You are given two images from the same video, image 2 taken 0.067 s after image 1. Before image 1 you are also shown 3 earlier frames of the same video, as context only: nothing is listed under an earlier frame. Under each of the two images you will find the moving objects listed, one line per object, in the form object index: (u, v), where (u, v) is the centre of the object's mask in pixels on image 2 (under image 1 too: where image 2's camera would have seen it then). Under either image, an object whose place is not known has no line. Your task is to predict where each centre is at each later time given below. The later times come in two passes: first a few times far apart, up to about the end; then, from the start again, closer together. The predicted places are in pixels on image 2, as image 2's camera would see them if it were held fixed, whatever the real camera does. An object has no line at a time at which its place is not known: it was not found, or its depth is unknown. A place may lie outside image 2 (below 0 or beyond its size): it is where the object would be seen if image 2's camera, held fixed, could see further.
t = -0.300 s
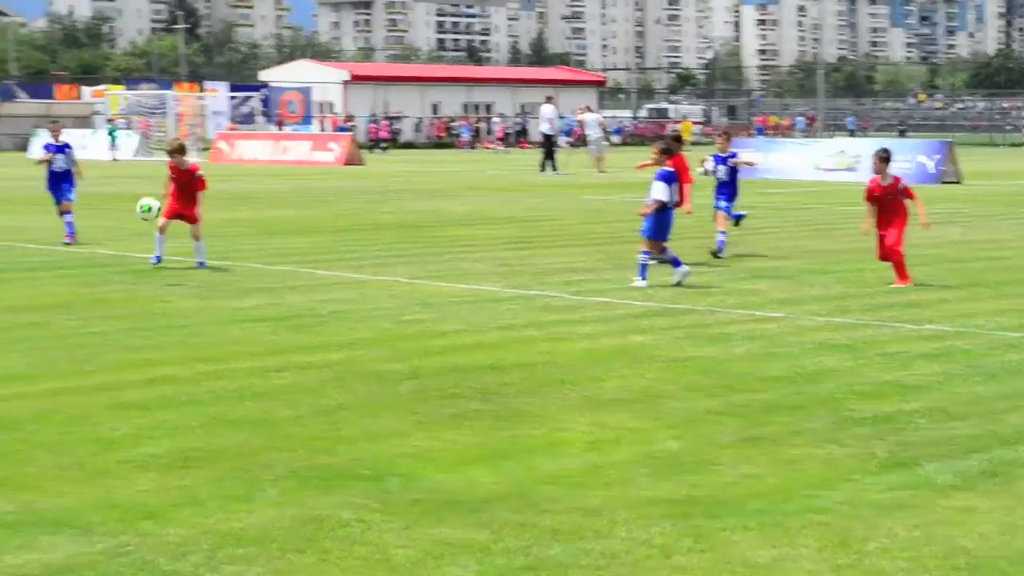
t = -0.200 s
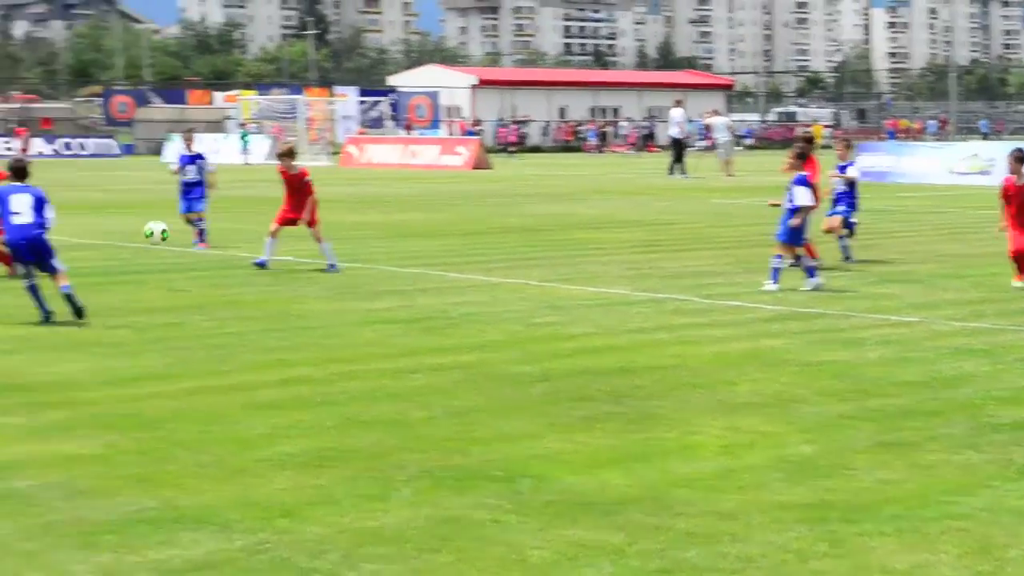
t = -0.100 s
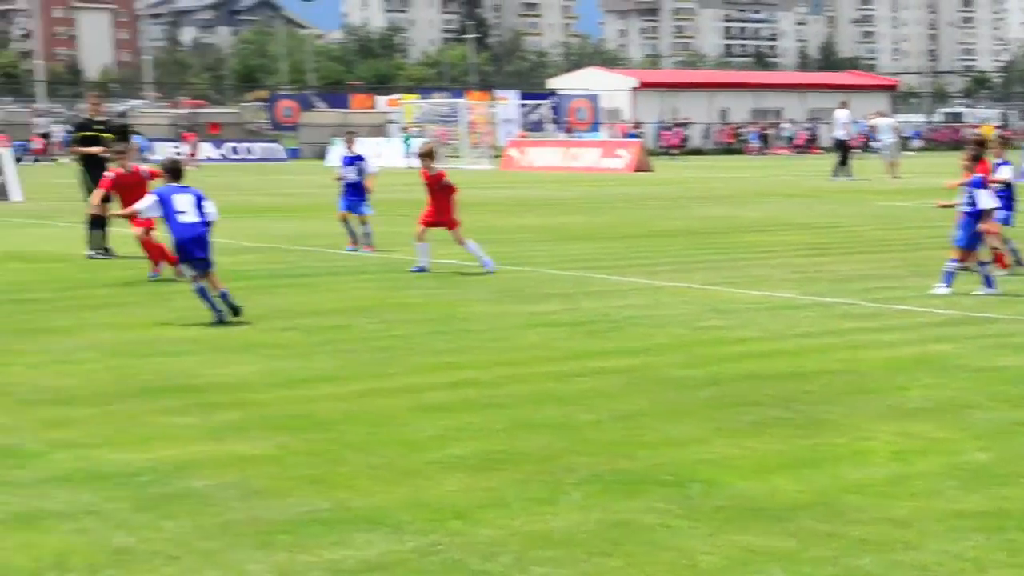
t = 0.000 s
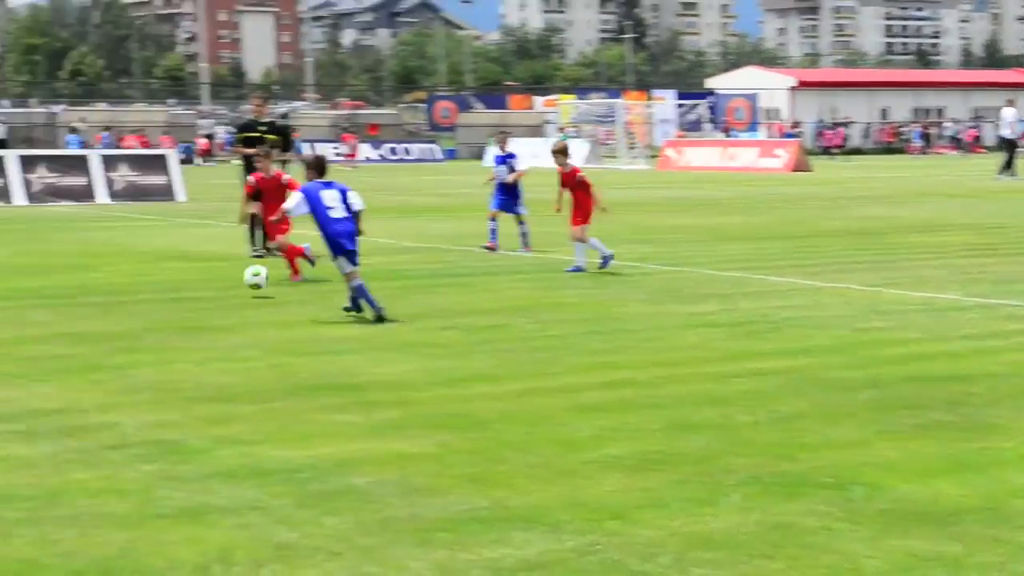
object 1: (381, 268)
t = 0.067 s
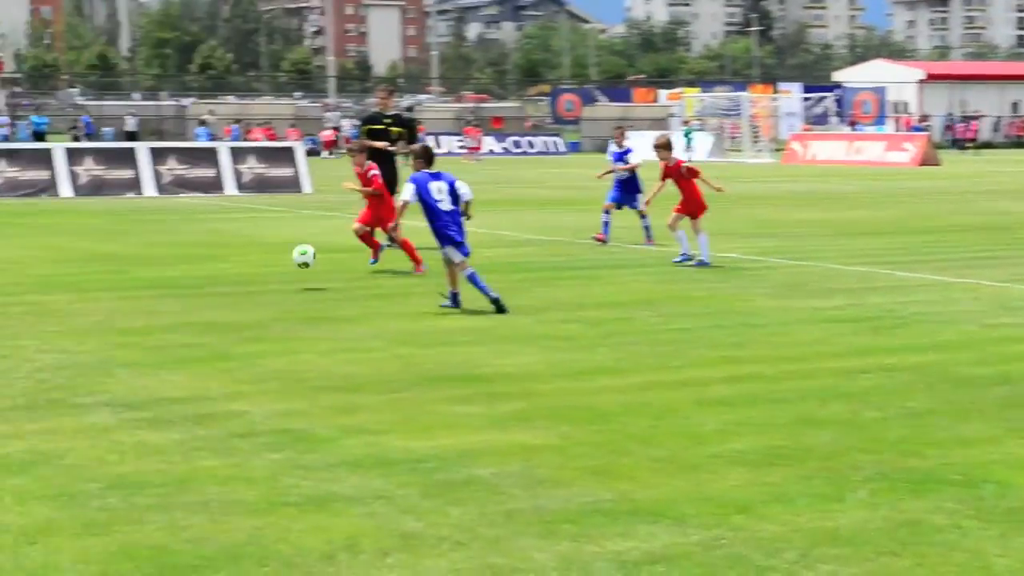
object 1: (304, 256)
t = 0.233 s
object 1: (177, 263)
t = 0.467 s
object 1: (8, 274)
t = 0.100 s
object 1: (279, 255)
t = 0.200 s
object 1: (203, 259)
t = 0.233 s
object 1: (177, 263)
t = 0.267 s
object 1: (151, 269)
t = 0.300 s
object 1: (127, 278)
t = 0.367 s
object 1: (79, 279)
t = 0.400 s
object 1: (56, 275)
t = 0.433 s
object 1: (32, 273)
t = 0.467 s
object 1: (8, 274)
